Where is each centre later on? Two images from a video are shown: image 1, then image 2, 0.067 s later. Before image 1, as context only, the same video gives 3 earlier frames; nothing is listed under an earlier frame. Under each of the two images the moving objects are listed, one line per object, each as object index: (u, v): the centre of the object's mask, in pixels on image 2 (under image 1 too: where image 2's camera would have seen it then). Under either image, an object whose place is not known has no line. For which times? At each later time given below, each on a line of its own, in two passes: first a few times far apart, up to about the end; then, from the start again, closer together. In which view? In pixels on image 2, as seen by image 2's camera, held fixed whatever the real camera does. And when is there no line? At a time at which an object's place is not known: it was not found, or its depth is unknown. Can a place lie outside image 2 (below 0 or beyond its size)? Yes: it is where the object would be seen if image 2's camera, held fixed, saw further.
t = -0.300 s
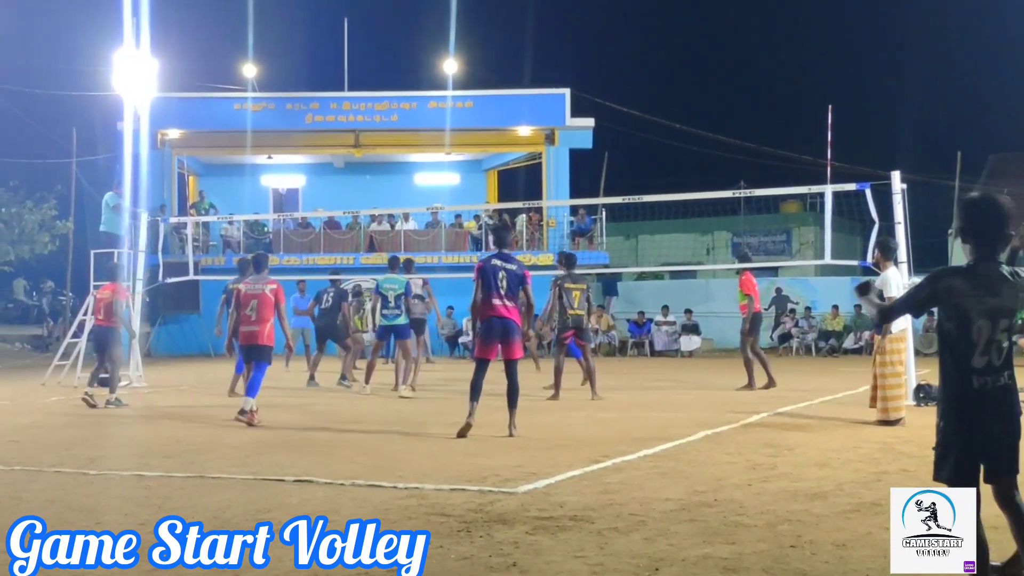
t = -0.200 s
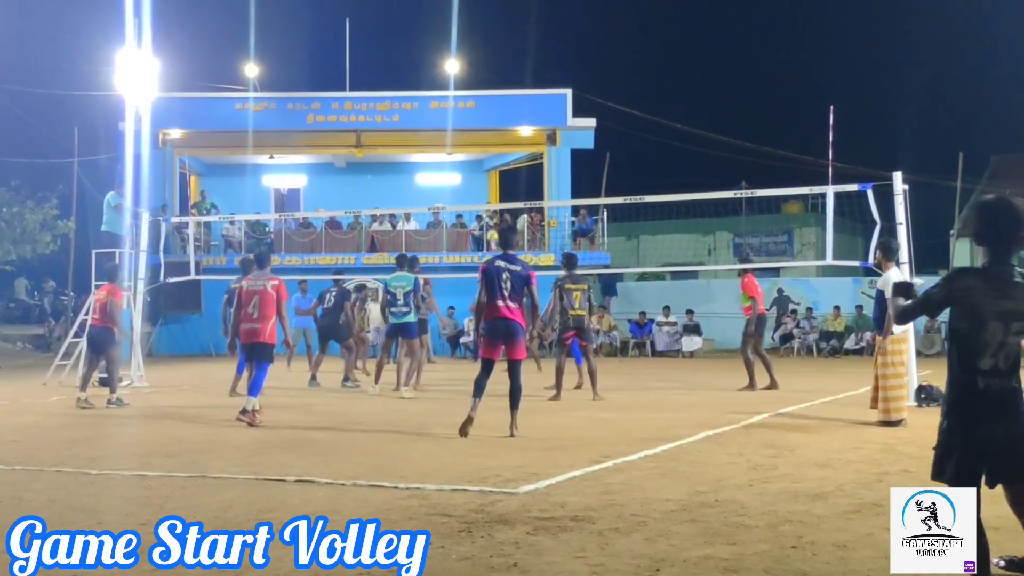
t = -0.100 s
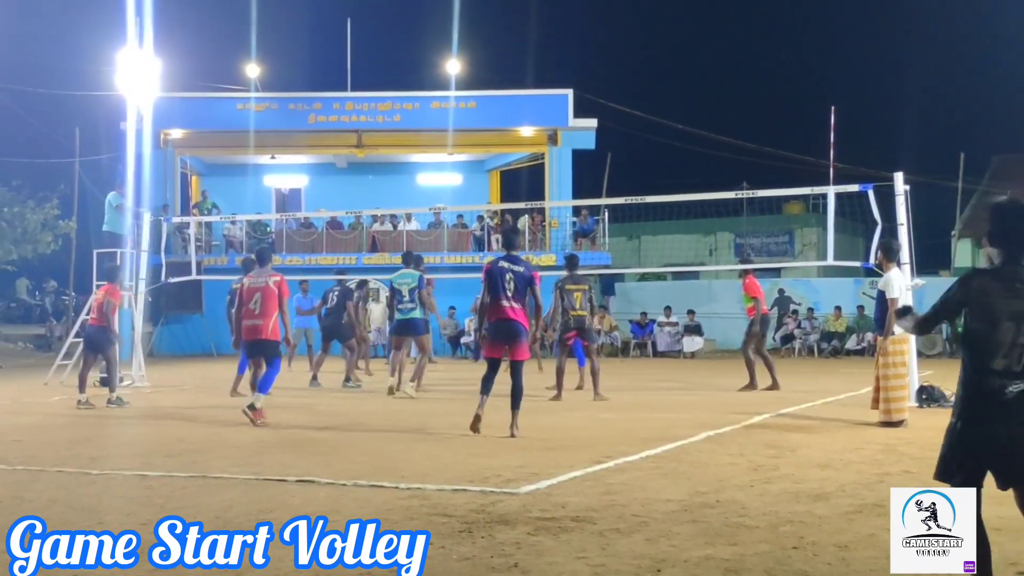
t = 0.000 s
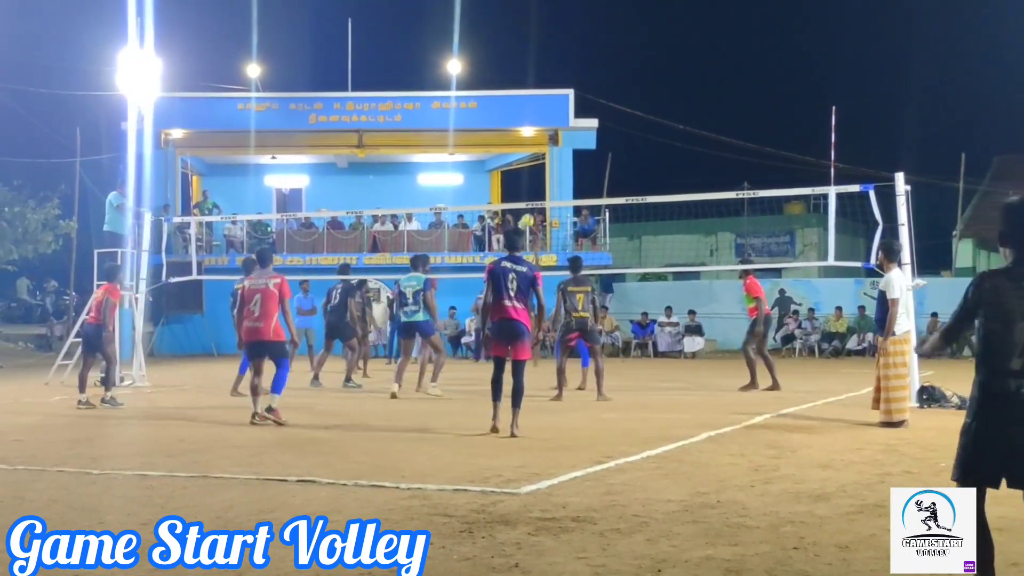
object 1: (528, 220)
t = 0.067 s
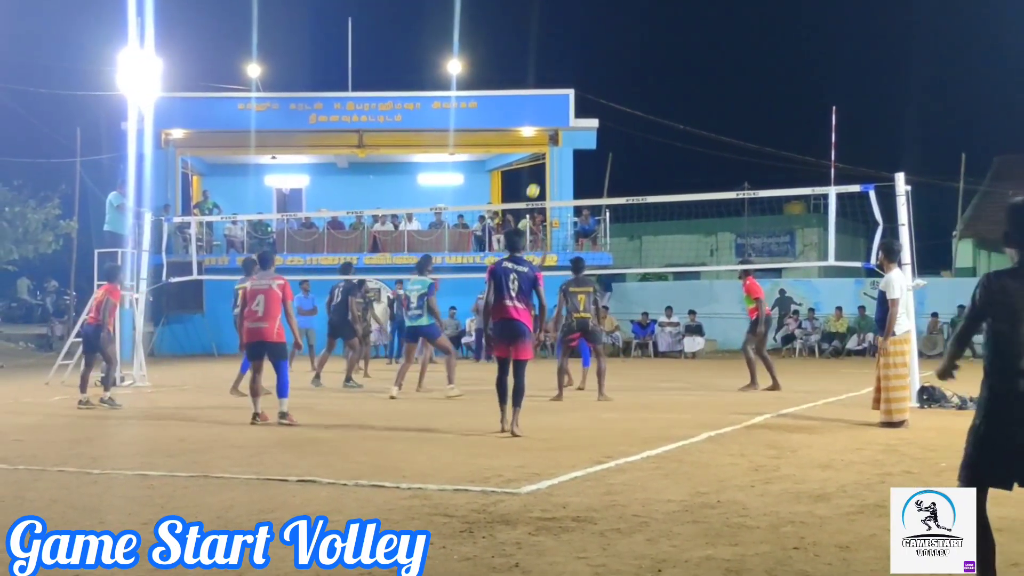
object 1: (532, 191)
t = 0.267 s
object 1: (546, 114)
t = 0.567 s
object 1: (564, 36)
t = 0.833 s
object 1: (579, 11)
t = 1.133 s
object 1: (595, 33)
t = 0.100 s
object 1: (535, 177)
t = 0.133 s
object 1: (537, 163)
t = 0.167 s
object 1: (539, 150)
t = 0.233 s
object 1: (544, 125)
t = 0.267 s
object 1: (546, 114)
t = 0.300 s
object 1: (548, 103)
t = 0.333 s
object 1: (550, 92)
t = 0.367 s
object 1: (552, 82)
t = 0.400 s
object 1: (554, 73)
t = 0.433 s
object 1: (556, 64)
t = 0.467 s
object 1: (557, 56)
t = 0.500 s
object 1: (560, 49)
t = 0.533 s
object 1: (562, 42)
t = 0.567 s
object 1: (564, 36)
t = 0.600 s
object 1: (565, 33)
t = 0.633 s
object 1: (567, 28)
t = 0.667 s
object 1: (569, 24)
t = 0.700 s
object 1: (571, 20)
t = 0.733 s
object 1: (573, 17)
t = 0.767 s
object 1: (575, 14)
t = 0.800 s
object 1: (577, 13)
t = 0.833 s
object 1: (579, 11)
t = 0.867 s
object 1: (581, 11)
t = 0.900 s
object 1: (583, 11)
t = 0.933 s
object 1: (584, 12)
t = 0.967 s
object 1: (586, 14)
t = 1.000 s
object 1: (588, 16)
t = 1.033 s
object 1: (590, 19)
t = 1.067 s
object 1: (592, 23)
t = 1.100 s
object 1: (593, 27)
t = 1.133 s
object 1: (595, 33)
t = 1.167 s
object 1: (596, 39)
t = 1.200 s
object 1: (598, 45)
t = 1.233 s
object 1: (599, 53)
